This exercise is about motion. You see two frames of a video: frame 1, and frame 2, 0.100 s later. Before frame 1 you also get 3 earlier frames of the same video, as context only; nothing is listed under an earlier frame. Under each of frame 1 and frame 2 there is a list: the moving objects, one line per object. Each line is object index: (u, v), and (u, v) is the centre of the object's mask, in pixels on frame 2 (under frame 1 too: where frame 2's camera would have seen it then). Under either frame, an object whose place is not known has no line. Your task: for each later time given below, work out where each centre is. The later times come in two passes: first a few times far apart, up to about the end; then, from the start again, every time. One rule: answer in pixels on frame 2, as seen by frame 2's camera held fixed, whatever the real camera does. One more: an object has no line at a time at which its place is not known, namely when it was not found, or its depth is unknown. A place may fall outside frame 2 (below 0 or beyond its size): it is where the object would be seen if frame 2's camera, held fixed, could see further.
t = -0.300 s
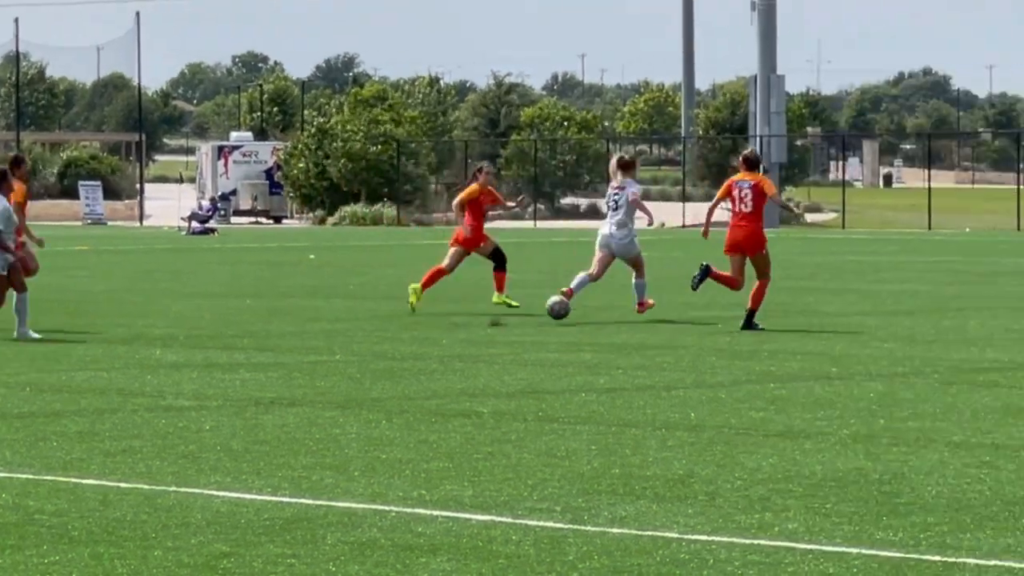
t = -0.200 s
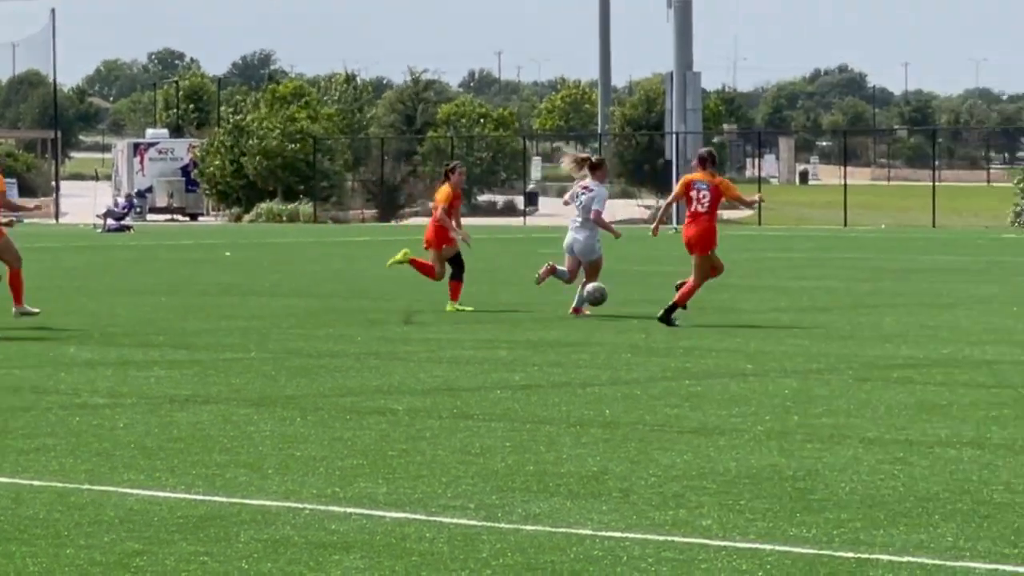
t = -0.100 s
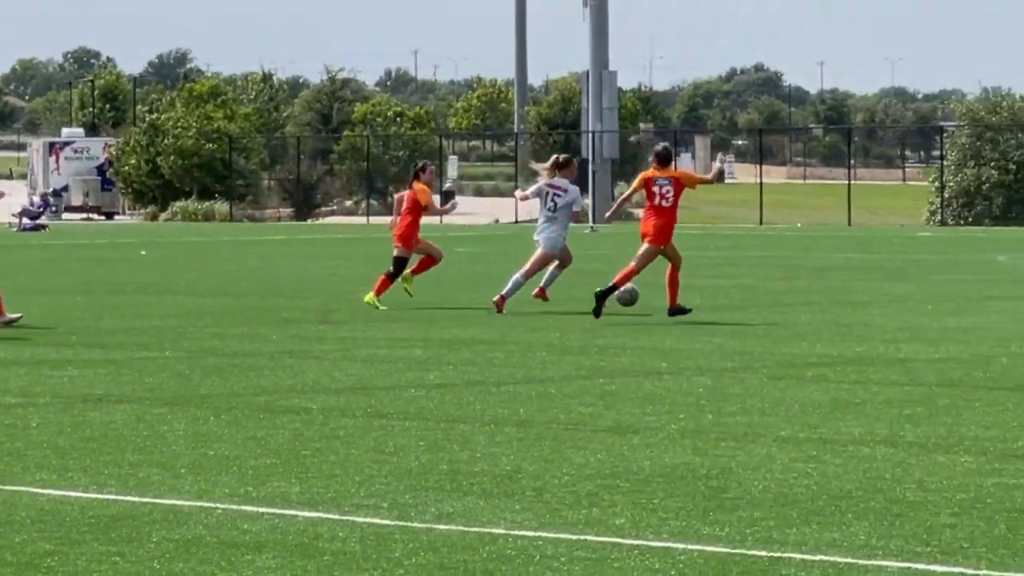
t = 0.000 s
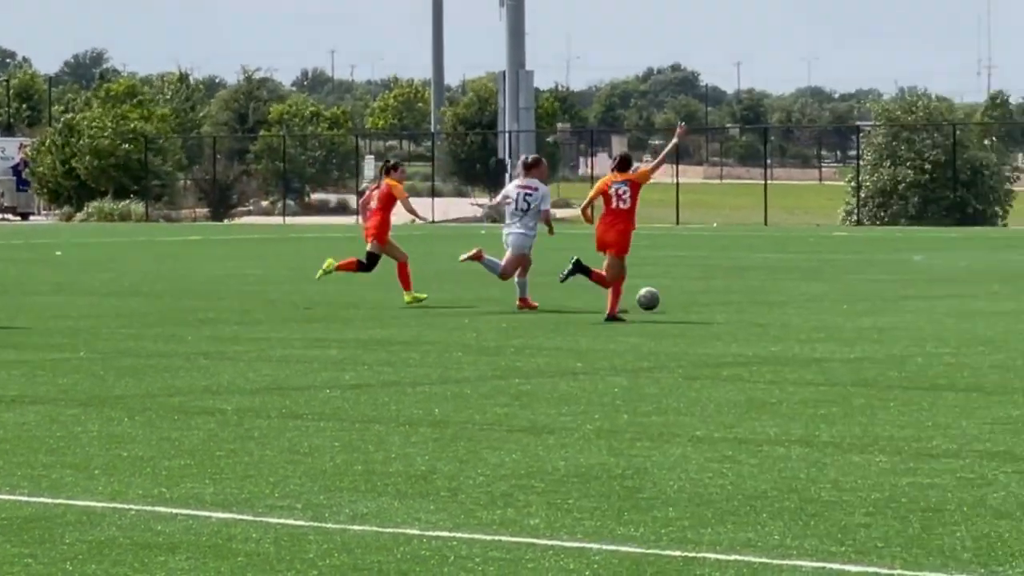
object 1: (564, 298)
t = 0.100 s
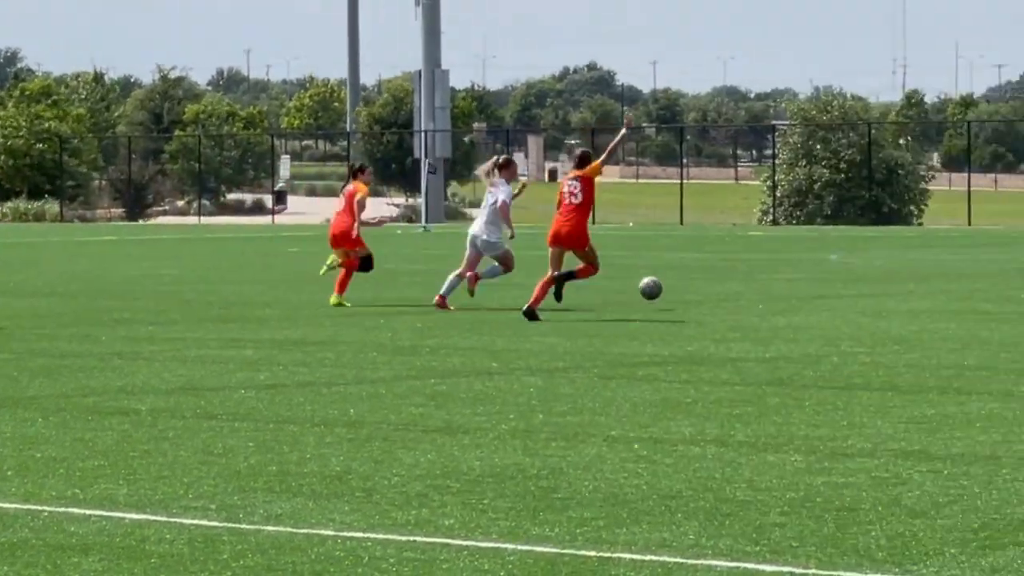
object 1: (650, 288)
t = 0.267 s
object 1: (787, 296)
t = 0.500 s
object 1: (947, 290)
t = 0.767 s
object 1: (1116, 285)
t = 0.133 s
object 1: (678, 288)
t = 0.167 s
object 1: (706, 288)
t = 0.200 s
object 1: (733, 290)
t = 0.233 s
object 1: (761, 293)
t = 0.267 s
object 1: (787, 296)
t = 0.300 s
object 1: (811, 292)
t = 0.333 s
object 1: (834, 289)
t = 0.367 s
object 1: (857, 286)
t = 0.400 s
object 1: (880, 285)
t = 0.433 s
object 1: (903, 285)
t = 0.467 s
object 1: (925, 287)
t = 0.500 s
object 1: (947, 290)
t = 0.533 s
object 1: (969, 291)
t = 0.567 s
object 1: (991, 286)
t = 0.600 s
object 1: (1012, 283)
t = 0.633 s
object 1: (1033, 281)
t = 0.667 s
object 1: (1055, 280)
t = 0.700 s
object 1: (1075, 281)
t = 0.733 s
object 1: (1096, 282)
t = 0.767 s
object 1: (1116, 285)
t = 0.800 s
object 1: (1137, 289)
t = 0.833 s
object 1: (1157, 285)
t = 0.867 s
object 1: (1177, 281)
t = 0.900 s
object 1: (1197, 278)
